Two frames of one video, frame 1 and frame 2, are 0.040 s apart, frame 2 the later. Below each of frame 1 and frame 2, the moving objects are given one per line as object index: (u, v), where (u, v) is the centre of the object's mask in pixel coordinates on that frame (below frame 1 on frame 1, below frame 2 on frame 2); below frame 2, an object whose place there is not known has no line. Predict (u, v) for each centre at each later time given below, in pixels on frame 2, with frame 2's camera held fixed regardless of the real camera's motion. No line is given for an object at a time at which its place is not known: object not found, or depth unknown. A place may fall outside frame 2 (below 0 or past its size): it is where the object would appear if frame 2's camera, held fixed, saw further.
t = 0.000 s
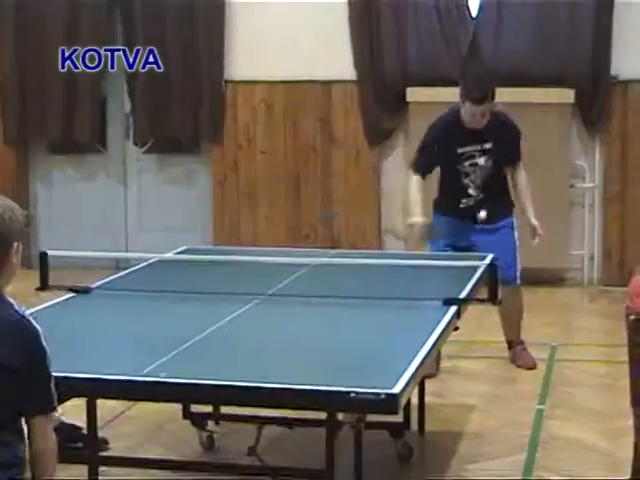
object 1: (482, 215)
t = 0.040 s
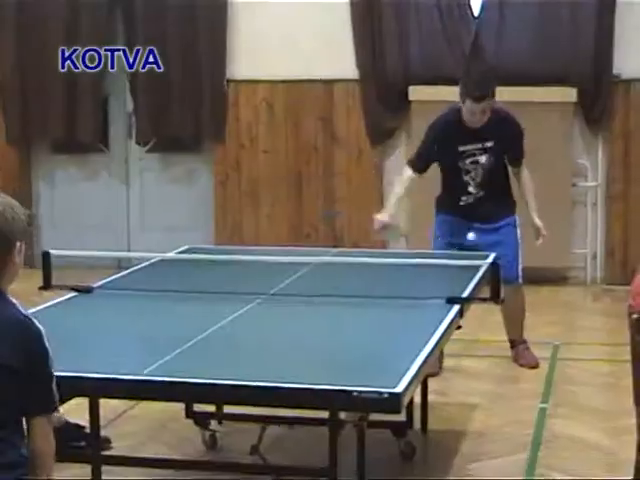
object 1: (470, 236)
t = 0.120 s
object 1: (445, 239)
